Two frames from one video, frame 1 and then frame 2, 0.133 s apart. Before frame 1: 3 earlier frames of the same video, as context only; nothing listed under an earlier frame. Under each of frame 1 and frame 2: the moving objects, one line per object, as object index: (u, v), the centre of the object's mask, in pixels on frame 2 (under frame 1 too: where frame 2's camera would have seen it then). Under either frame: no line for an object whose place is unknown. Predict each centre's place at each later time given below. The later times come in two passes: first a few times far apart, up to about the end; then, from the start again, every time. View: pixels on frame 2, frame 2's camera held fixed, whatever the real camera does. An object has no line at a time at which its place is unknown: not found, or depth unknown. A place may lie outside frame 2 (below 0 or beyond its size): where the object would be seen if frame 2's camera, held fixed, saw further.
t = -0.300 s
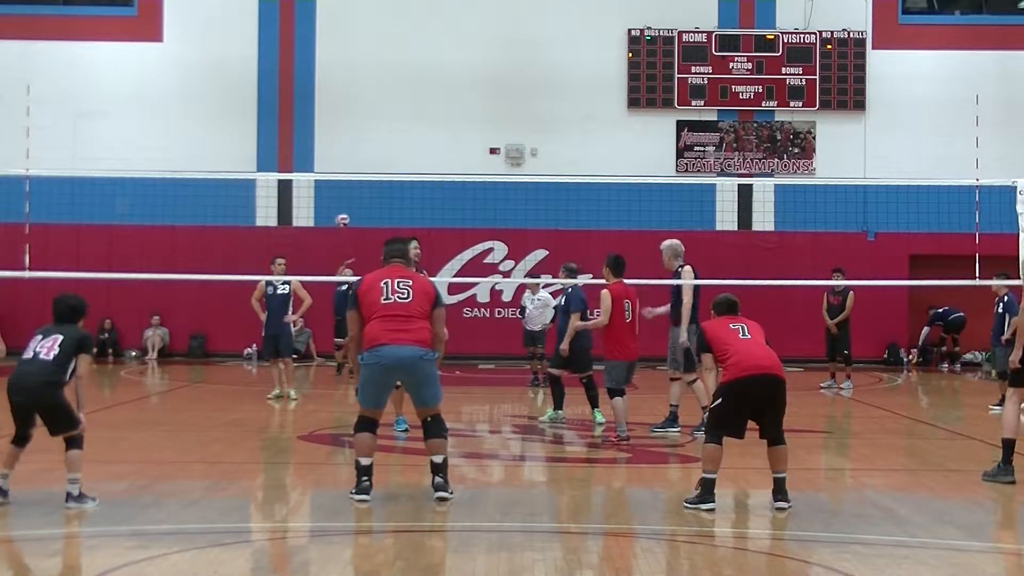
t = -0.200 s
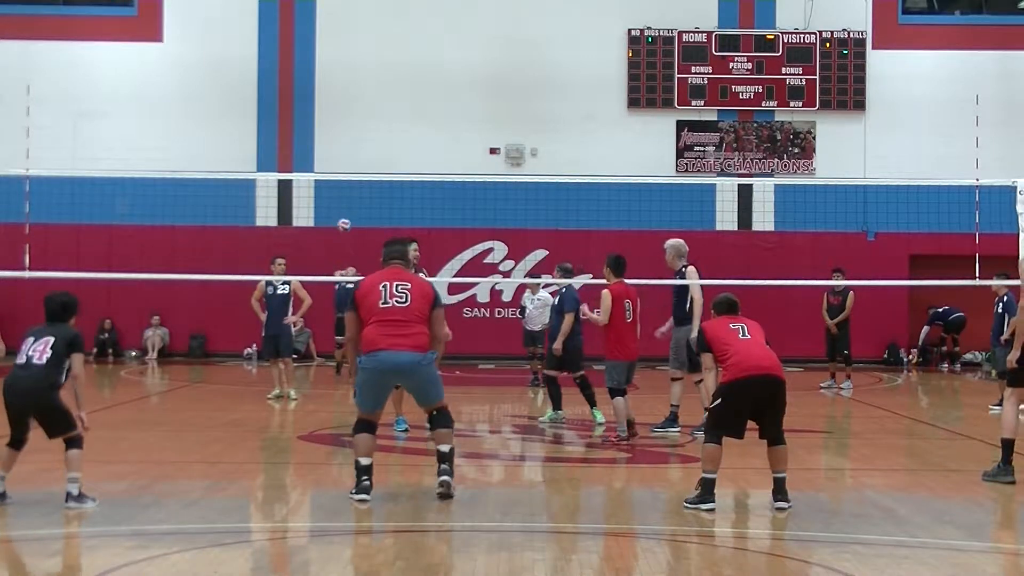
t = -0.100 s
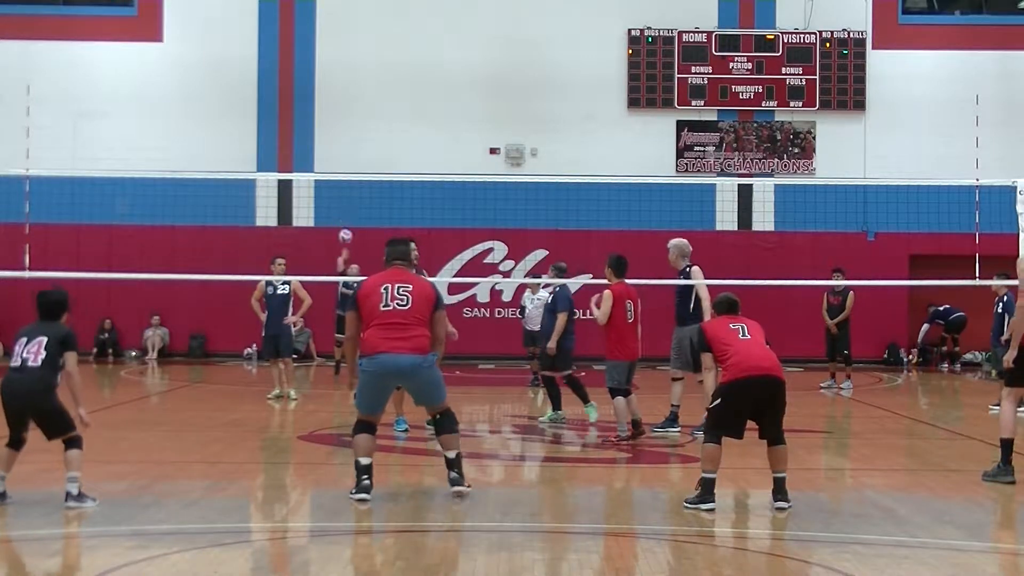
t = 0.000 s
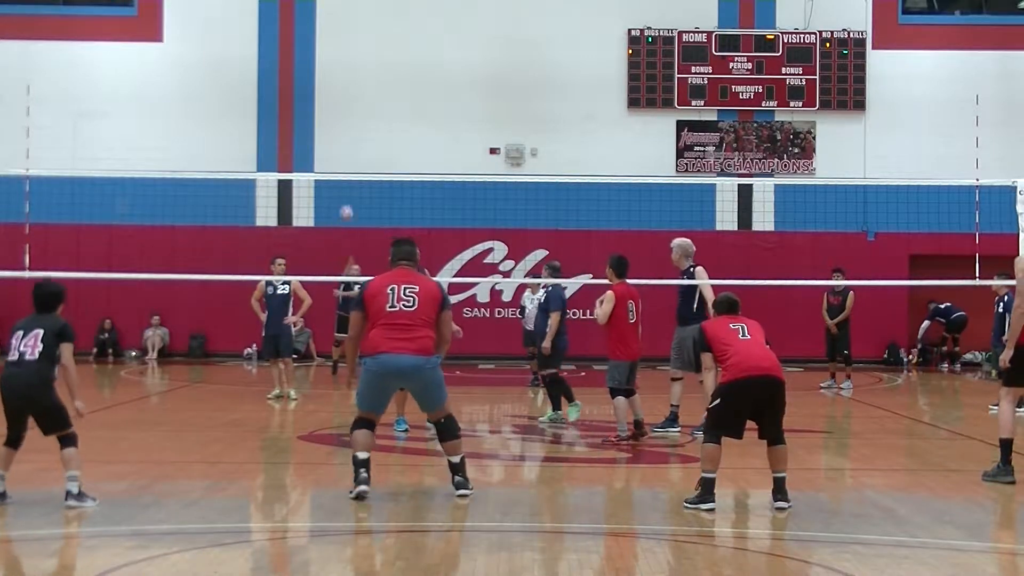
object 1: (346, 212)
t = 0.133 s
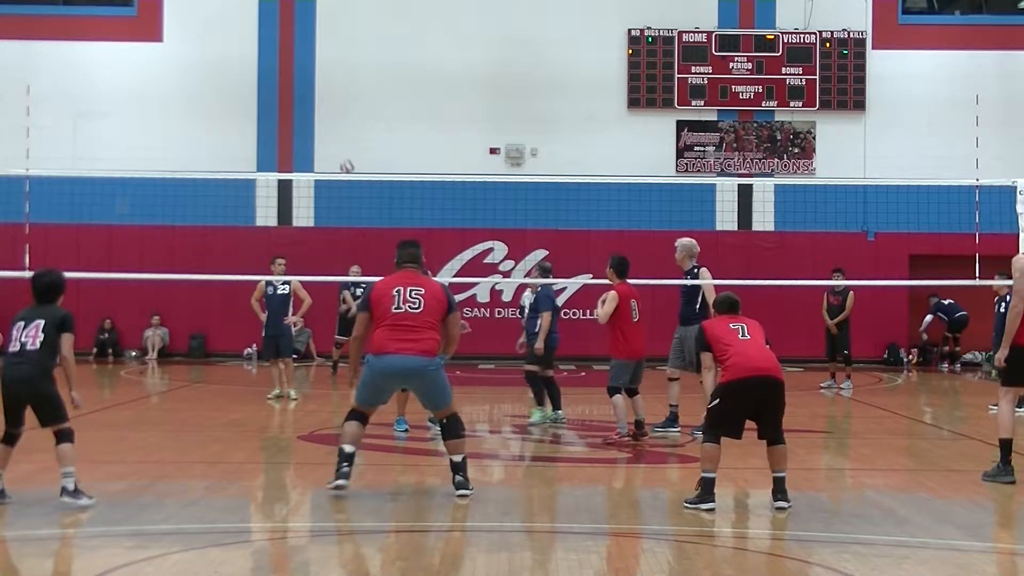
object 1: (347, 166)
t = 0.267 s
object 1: (345, 125)
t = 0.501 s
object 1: (348, 77)
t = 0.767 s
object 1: (363, 76)
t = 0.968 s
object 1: (383, 127)
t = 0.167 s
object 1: (346, 157)
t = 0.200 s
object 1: (346, 144)
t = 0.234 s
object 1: (346, 135)
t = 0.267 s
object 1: (345, 125)
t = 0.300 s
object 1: (345, 116)
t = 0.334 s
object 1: (345, 108)
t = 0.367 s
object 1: (344, 99)
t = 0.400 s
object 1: (344, 93)
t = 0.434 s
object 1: (345, 87)
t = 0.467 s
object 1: (347, 82)
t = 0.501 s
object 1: (348, 77)
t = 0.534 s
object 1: (349, 74)
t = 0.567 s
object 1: (351, 71)
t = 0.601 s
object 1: (352, 69)
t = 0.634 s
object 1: (354, 68)
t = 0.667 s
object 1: (356, 68)
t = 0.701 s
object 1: (358, 69)
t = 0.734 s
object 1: (361, 72)
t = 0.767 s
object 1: (363, 76)
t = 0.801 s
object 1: (366, 81)
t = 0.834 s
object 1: (368, 87)
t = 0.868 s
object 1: (371, 96)
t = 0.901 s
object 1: (374, 106)
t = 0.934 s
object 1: (379, 116)
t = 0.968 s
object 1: (383, 127)
